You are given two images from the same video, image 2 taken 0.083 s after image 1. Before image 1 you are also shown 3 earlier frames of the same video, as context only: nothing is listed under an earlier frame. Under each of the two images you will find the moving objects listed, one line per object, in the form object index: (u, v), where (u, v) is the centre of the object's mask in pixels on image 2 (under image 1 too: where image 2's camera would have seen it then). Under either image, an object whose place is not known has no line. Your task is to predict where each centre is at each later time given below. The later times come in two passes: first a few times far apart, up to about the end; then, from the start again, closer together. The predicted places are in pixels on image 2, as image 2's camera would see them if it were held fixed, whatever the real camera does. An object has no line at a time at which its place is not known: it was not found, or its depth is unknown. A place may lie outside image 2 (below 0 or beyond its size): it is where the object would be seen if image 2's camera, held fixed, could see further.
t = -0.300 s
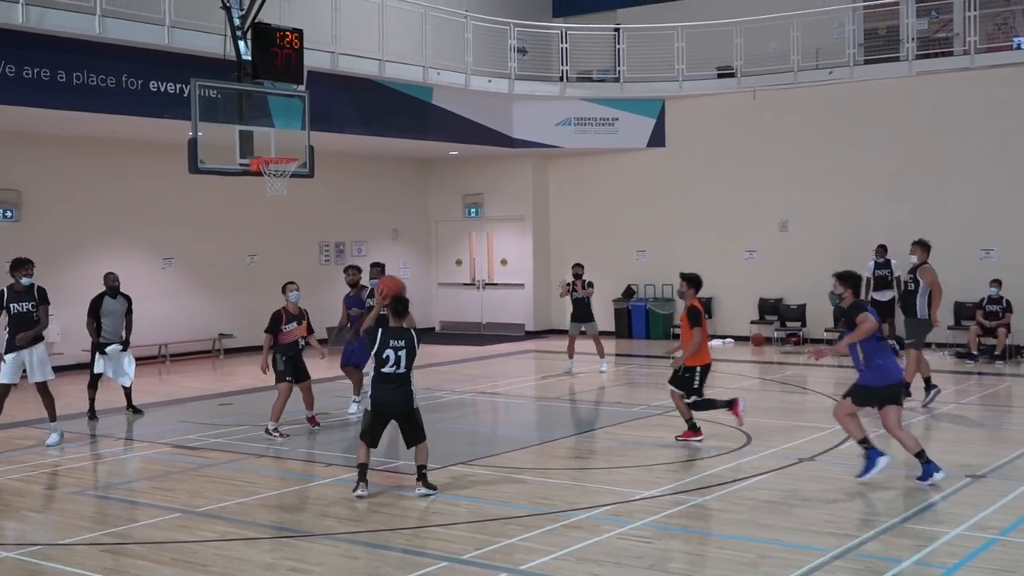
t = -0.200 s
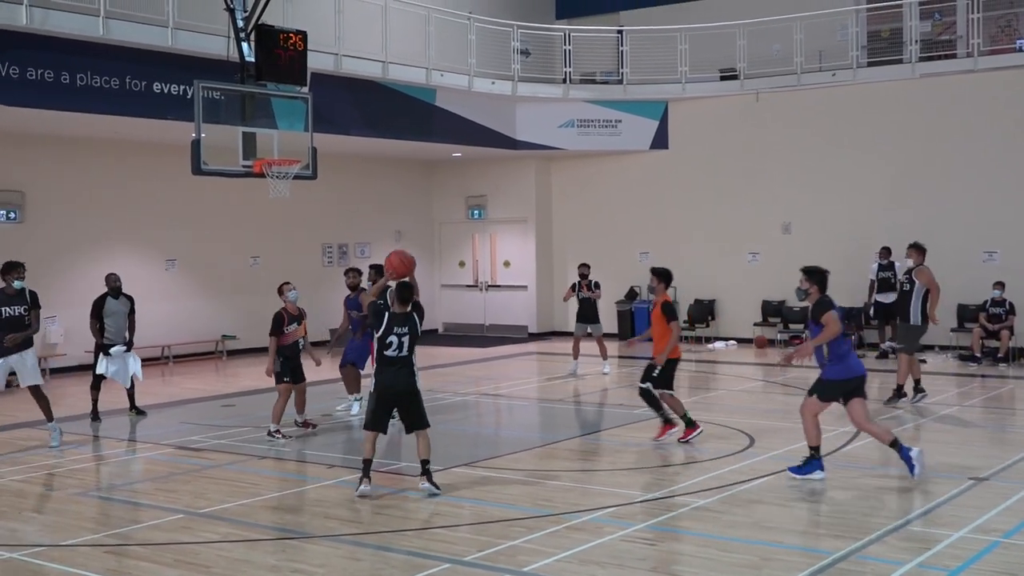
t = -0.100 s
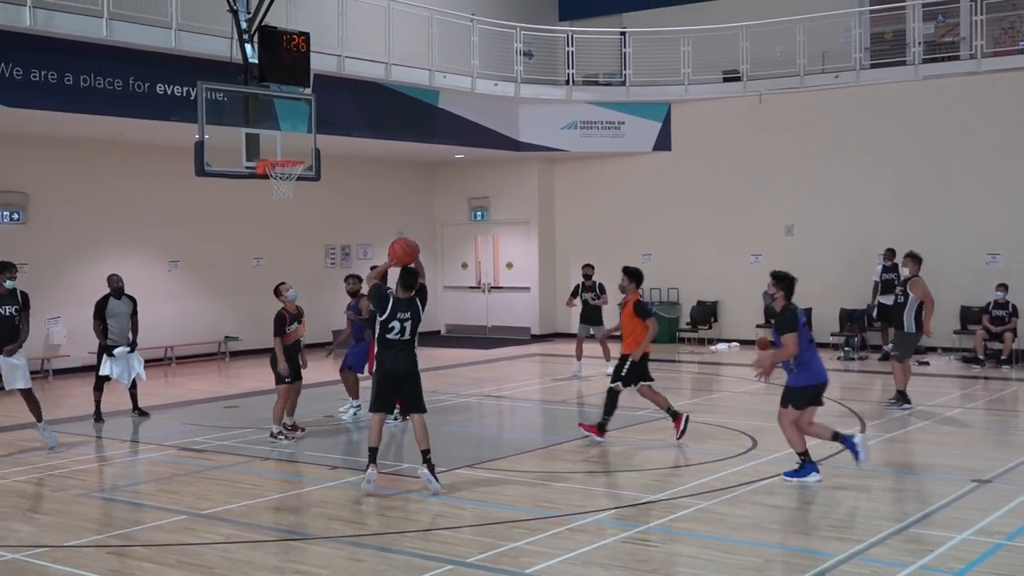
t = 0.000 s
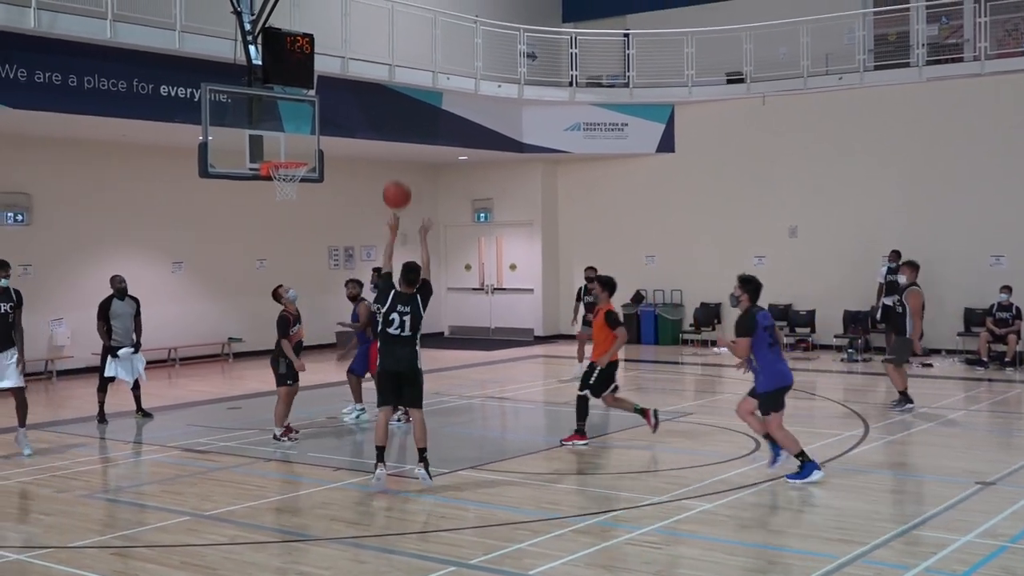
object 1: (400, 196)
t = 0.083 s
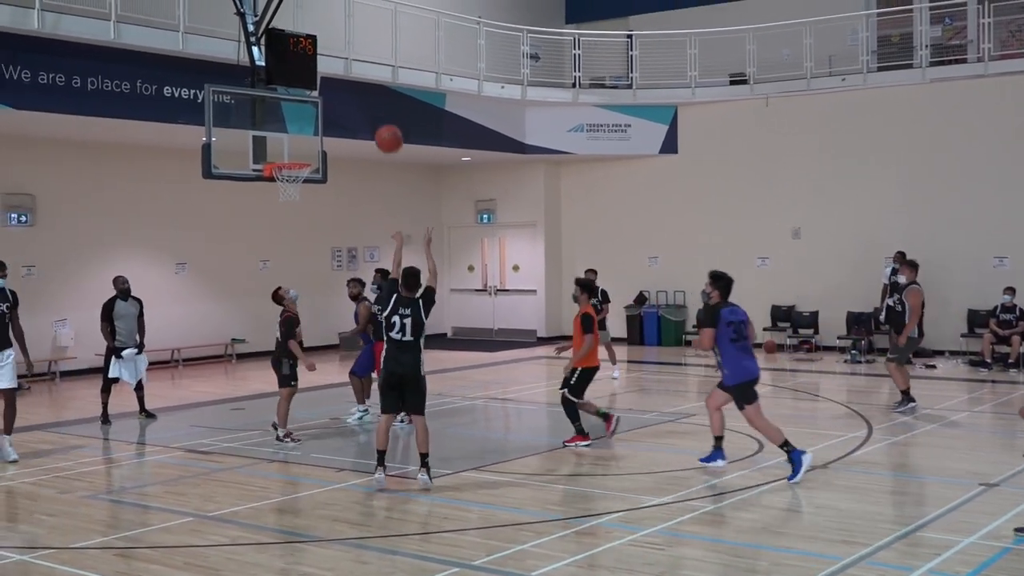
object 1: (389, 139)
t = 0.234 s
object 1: (371, 64)
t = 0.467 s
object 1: (347, 7)
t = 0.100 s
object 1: (387, 129)
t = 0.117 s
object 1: (384, 120)
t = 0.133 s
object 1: (382, 111)
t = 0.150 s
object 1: (380, 102)
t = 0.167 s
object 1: (378, 94)
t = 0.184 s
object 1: (376, 86)
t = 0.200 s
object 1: (374, 78)
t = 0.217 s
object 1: (372, 71)
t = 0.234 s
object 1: (371, 64)
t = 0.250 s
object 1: (368, 58)
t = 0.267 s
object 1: (367, 52)
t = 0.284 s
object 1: (365, 46)
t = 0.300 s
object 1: (363, 41)
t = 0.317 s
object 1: (361, 36)
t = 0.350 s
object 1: (358, 27)
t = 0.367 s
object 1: (356, 24)
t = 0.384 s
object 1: (354, 20)
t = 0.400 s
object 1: (353, 17)
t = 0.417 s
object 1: (351, 14)
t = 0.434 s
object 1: (350, 11)
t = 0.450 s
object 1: (348, 9)
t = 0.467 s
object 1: (347, 7)
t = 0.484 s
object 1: (345, 6)
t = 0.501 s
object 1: (344, 5)
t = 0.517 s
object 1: (342, 4)
